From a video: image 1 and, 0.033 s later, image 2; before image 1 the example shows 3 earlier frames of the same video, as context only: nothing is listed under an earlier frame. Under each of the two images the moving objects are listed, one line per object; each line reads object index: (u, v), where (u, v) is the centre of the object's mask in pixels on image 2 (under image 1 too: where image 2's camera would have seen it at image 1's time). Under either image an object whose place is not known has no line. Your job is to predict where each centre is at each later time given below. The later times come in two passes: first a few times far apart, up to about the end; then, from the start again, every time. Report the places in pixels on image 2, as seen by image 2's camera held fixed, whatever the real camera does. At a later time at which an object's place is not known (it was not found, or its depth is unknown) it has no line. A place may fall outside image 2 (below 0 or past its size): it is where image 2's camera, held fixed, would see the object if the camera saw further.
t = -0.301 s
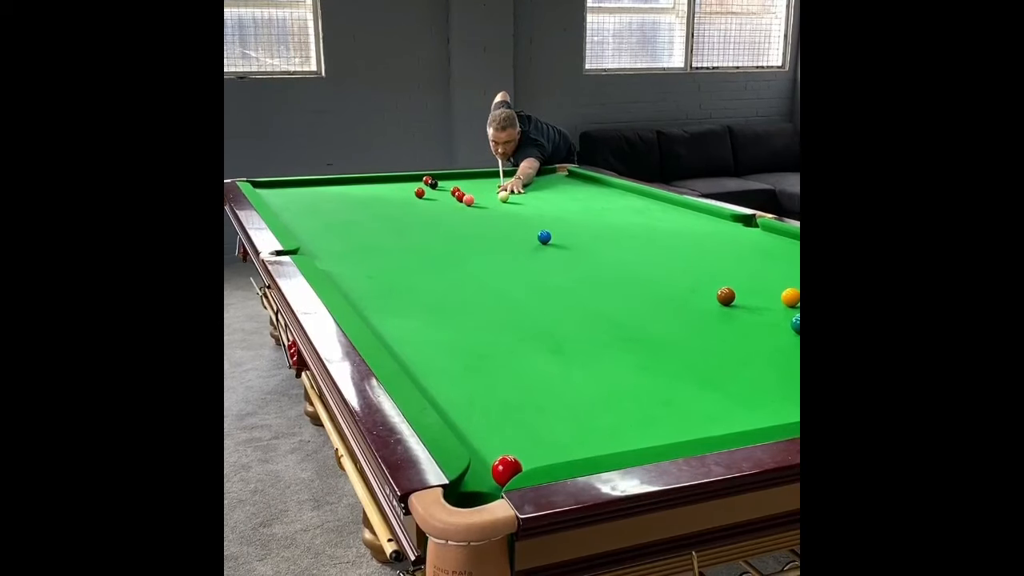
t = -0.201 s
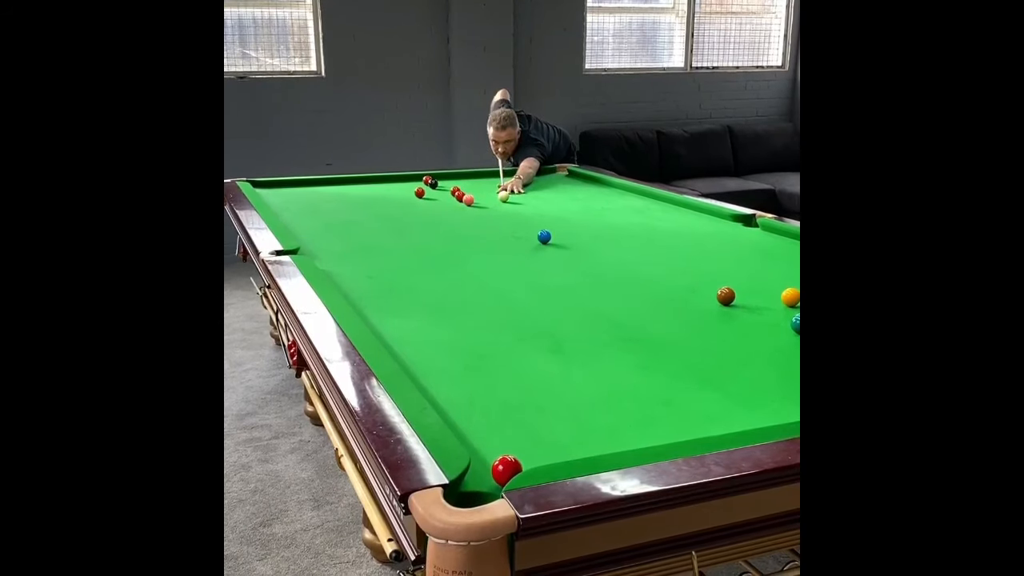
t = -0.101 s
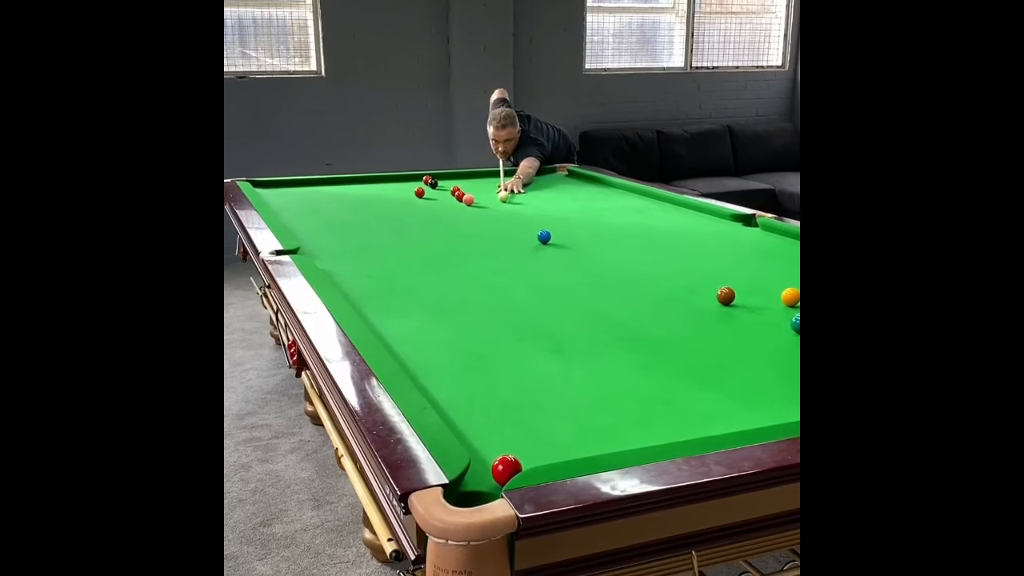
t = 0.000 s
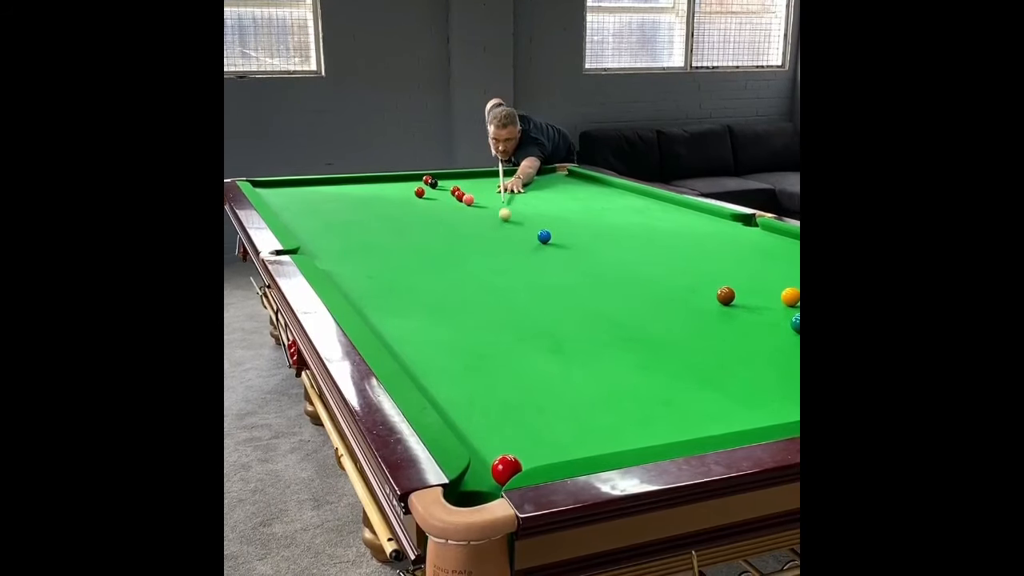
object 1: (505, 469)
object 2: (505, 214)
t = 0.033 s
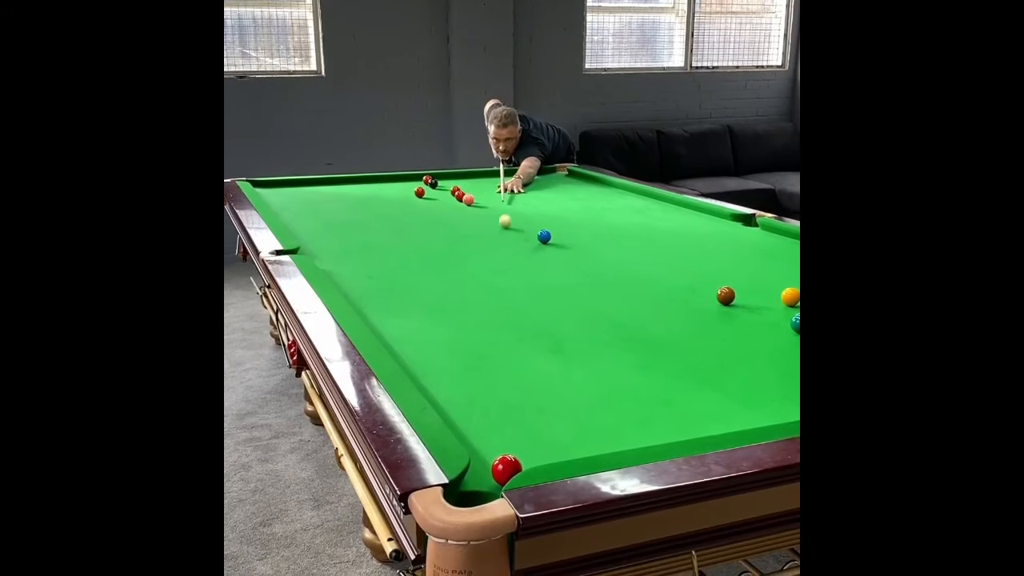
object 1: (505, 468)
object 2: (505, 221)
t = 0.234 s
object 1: (505, 469)
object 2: (509, 275)
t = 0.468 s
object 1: (505, 468)
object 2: (516, 381)
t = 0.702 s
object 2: (554, 432)
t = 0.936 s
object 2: (564, 382)
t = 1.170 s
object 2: (570, 344)
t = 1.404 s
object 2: (575, 315)
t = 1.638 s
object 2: (579, 292)
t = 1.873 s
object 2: (582, 273)
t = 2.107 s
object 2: (584, 257)
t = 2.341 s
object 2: (586, 243)
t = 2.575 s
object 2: (590, 233)
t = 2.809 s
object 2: (595, 222)
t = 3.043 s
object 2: (601, 212)
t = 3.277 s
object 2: (604, 205)
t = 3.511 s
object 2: (607, 200)
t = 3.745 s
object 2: (608, 196)
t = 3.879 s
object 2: (608, 195)
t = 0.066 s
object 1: (505, 469)
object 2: (505, 229)
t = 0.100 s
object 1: (505, 469)
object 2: (506, 237)
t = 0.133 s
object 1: (505, 469)
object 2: (507, 245)
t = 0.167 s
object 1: (505, 469)
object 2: (507, 254)
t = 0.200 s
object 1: (505, 469)
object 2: (508, 264)
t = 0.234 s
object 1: (505, 469)
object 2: (509, 275)
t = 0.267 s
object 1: (505, 468)
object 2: (510, 286)
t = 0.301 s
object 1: (505, 468)
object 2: (511, 298)
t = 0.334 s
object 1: (505, 468)
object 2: (511, 312)
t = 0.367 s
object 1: (505, 468)
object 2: (512, 327)
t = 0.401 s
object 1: (505, 468)
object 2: (513, 343)
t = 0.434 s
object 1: (505, 468)
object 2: (515, 361)
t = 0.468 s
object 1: (505, 468)
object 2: (516, 381)
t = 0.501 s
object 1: (505, 468)
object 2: (518, 403)
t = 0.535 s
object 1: (505, 468)
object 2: (519, 428)
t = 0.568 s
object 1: (504, 469)
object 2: (523, 452)
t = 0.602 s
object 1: (478, 491)
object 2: (543, 457)
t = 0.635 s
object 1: (465, 500)
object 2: (548, 450)
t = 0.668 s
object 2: (552, 441)
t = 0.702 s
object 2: (554, 432)
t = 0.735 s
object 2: (556, 423)
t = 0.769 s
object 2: (558, 415)
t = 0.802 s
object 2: (559, 408)
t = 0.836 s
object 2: (560, 401)
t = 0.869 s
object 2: (561, 394)
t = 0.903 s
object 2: (562, 388)
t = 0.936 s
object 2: (564, 382)
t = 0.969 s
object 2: (564, 376)
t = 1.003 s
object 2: (565, 370)
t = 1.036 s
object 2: (566, 364)
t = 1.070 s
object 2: (567, 359)
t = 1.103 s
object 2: (568, 354)
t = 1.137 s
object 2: (569, 349)
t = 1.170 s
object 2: (570, 344)
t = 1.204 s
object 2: (571, 340)
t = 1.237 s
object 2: (571, 335)
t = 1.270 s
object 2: (572, 331)
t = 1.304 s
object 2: (573, 327)
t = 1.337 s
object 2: (574, 323)
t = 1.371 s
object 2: (574, 319)
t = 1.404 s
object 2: (575, 315)
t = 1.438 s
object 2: (576, 312)
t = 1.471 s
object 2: (576, 308)
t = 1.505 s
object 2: (577, 305)
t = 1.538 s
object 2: (577, 301)
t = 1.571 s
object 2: (577, 298)
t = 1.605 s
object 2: (578, 295)
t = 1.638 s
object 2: (579, 292)
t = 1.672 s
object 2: (579, 289)
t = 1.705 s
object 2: (579, 286)
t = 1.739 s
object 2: (580, 283)
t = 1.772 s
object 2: (580, 281)
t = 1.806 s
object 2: (581, 278)
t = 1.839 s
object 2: (581, 276)
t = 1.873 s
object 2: (582, 273)
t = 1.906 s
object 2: (582, 271)
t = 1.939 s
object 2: (582, 268)
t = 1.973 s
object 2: (582, 266)
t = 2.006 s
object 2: (583, 264)
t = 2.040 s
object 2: (583, 262)
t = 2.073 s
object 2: (584, 259)
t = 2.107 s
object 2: (584, 257)
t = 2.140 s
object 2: (584, 255)
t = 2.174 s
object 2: (584, 253)
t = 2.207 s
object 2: (585, 251)
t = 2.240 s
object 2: (585, 249)
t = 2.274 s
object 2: (586, 247)
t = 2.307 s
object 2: (586, 245)
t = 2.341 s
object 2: (586, 243)
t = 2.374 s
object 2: (587, 242)
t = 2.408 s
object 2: (587, 240)
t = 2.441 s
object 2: (588, 239)
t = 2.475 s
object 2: (588, 237)
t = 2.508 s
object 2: (589, 235)
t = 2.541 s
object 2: (589, 234)
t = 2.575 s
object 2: (590, 233)
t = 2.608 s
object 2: (591, 231)
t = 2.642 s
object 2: (591, 229)
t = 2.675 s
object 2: (592, 228)
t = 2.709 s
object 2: (593, 226)
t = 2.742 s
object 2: (594, 225)
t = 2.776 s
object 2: (595, 224)
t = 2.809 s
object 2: (595, 222)
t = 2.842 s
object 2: (596, 221)
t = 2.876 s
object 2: (597, 219)
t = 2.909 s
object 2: (598, 218)
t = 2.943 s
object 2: (599, 216)
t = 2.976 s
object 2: (600, 215)
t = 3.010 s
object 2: (600, 214)
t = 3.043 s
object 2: (601, 212)
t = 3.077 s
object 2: (601, 212)
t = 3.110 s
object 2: (602, 210)
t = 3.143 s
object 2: (602, 209)
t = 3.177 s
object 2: (603, 209)
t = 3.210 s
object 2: (603, 207)
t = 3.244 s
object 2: (604, 206)
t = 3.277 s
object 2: (604, 205)
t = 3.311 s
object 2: (605, 205)
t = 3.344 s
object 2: (606, 203)
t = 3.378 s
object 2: (606, 203)
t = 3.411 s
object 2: (606, 202)
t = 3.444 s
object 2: (606, 201)
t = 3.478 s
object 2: (606, 200)
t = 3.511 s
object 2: (607, 200)
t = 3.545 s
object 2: (607, 199)
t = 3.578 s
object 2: (607, 198)
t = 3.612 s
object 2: (607, 198)
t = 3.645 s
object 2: (607, 197)
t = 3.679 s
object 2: (607, 197)
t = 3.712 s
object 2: (607, 197)
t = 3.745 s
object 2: (608, 196)
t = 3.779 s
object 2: (608, 196)
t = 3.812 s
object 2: (608, 195)
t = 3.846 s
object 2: (608, 195)
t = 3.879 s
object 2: (608, 195)
